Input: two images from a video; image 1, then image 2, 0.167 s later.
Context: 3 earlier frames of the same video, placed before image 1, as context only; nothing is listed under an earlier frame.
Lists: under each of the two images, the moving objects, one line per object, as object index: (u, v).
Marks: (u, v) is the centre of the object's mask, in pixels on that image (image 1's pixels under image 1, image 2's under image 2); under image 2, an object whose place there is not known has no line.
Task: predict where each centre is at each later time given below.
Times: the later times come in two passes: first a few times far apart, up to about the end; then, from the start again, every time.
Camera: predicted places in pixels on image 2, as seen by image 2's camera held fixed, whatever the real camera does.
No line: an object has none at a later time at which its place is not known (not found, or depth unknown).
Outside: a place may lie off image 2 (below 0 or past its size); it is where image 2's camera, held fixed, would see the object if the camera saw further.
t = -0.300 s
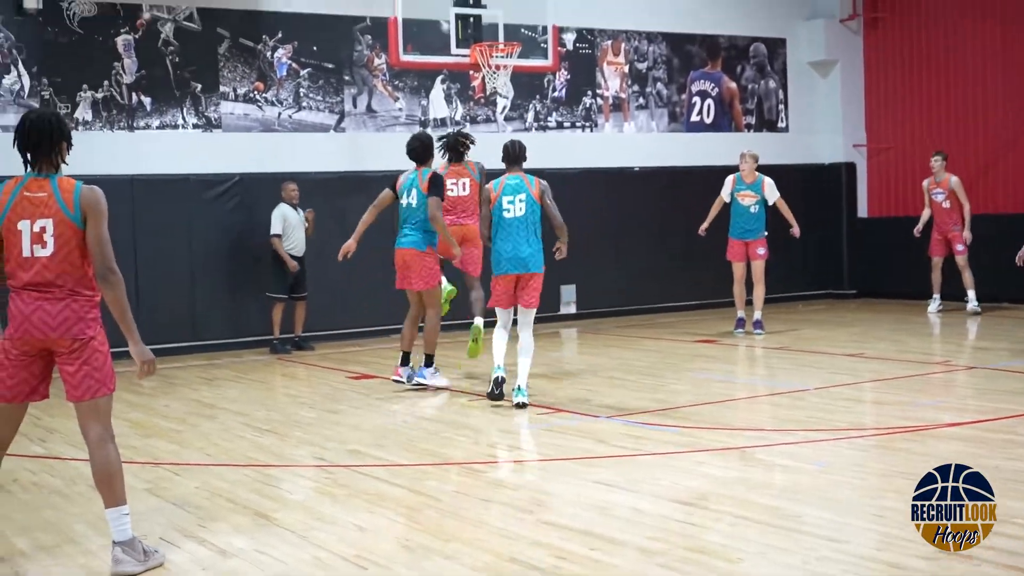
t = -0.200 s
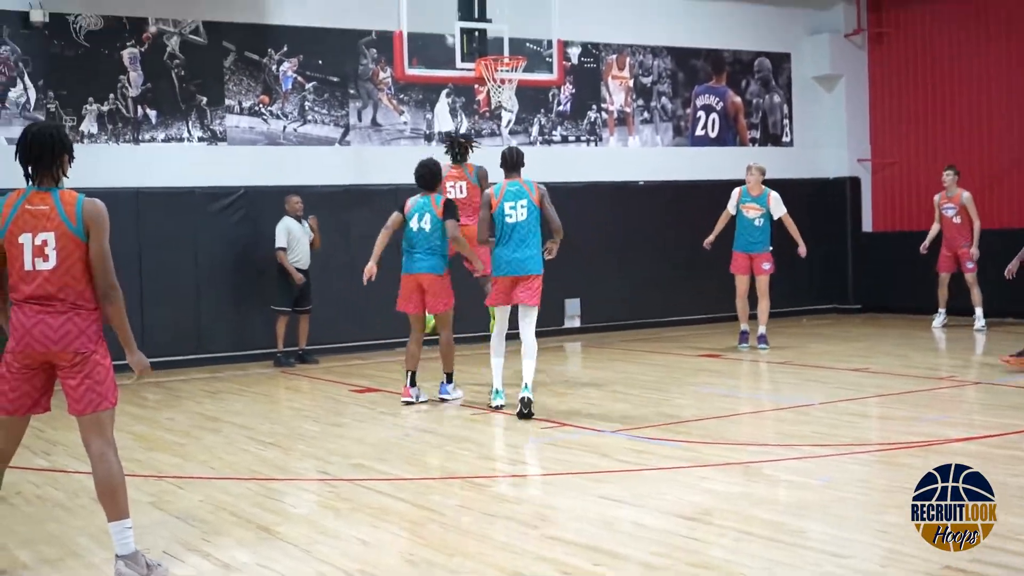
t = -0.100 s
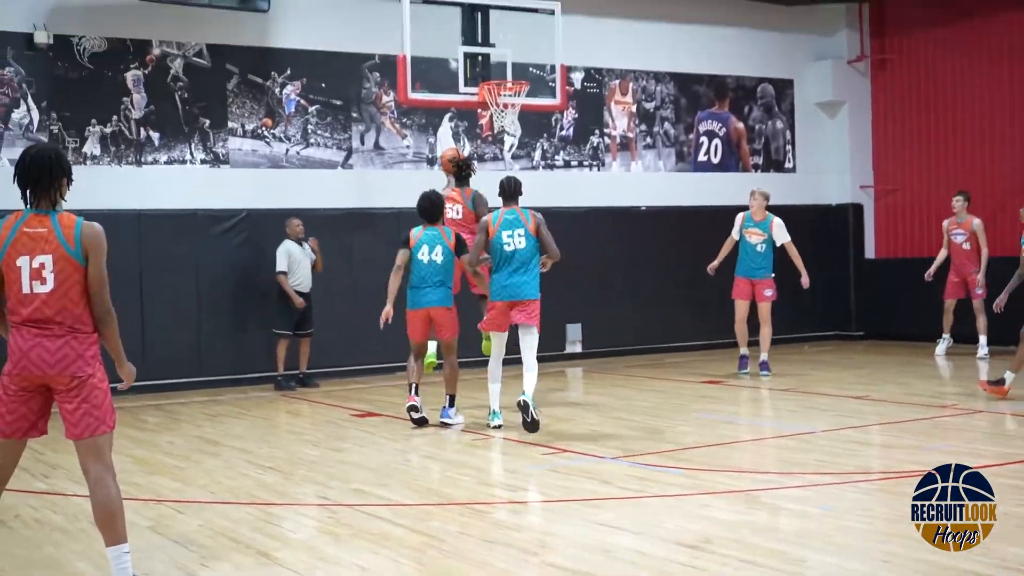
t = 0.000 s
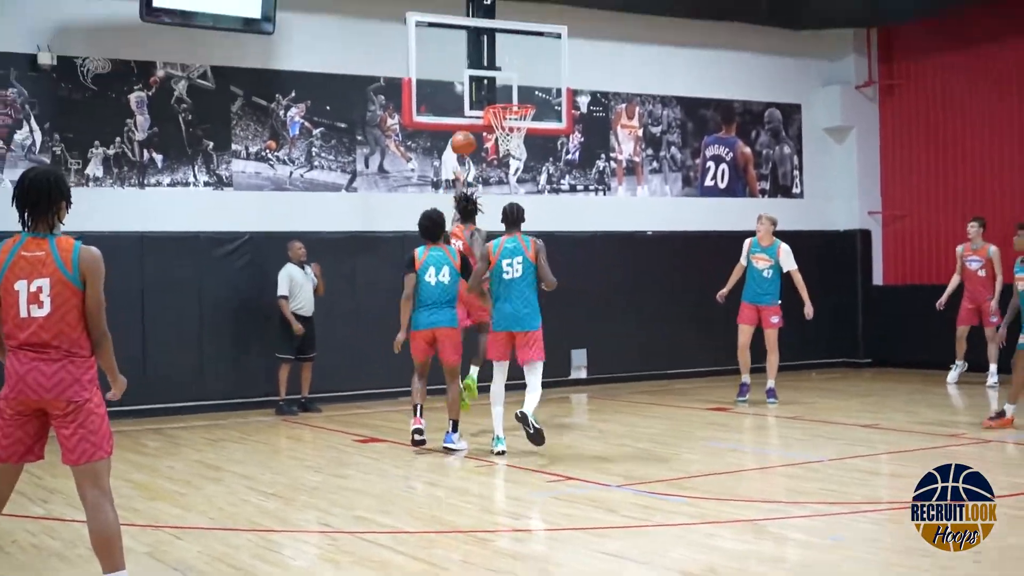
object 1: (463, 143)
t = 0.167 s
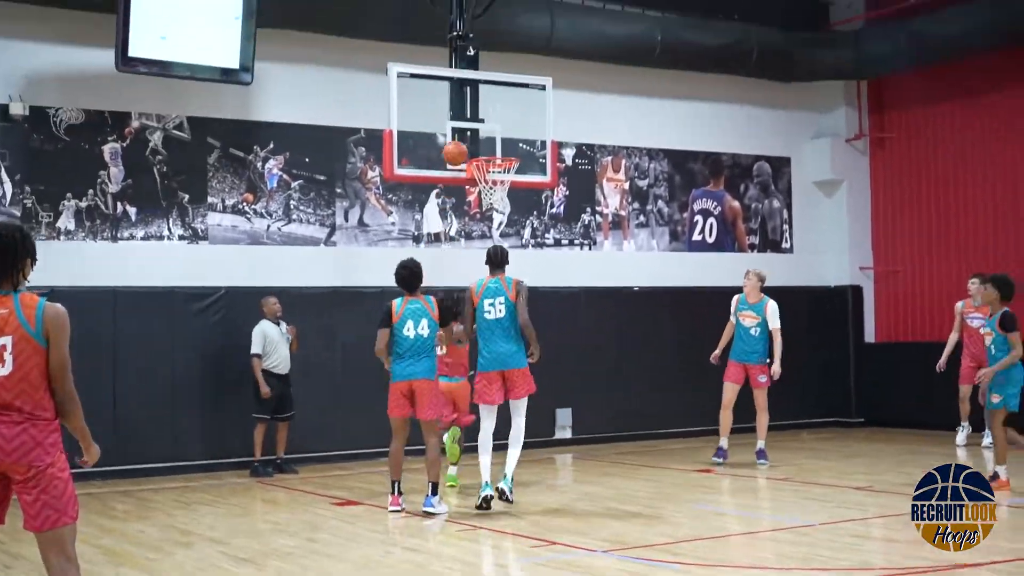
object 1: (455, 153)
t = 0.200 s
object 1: (457, 148)
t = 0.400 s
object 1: (475, 138)
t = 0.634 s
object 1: (508, 171)
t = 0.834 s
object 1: (507, 206)
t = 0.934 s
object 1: (502, 234)
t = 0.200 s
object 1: (457, 148)
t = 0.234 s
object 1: (459, 144)
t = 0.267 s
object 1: (461, 141)
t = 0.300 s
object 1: (463, 141)
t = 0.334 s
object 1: (467, 139)
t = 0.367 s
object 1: (471, 138)
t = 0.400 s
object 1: (475, 138)
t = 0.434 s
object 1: (480, 139)
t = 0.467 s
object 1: (485, 141)
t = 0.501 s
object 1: (490, 145)
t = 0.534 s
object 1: (495, 148)
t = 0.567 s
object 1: (499, 151)
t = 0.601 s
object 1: (502, 161)
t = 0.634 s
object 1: (508, 171)
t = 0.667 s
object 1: (511, 174)
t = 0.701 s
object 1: (511, 185)
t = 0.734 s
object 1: (511, 188)
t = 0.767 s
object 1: (507, 197)
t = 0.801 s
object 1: (507, 200)
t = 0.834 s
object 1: (507, 206)
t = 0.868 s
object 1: (505, 215)
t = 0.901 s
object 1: (503, 224)
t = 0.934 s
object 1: (502, 234)
